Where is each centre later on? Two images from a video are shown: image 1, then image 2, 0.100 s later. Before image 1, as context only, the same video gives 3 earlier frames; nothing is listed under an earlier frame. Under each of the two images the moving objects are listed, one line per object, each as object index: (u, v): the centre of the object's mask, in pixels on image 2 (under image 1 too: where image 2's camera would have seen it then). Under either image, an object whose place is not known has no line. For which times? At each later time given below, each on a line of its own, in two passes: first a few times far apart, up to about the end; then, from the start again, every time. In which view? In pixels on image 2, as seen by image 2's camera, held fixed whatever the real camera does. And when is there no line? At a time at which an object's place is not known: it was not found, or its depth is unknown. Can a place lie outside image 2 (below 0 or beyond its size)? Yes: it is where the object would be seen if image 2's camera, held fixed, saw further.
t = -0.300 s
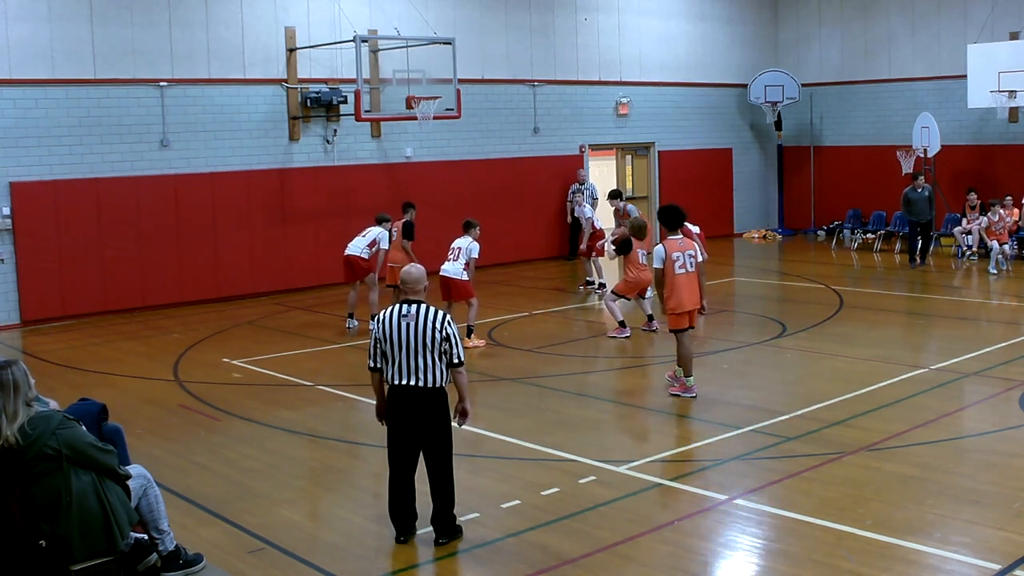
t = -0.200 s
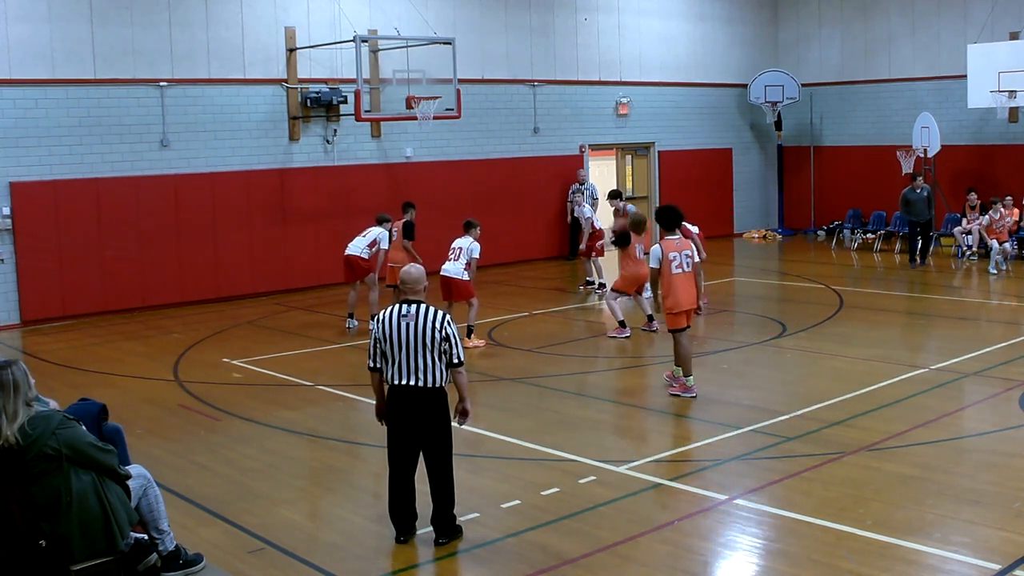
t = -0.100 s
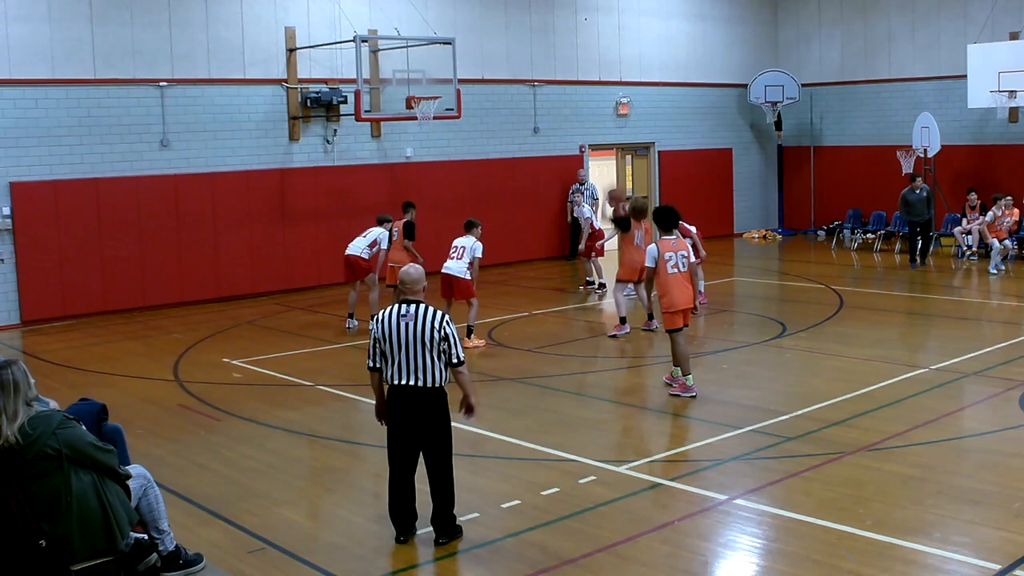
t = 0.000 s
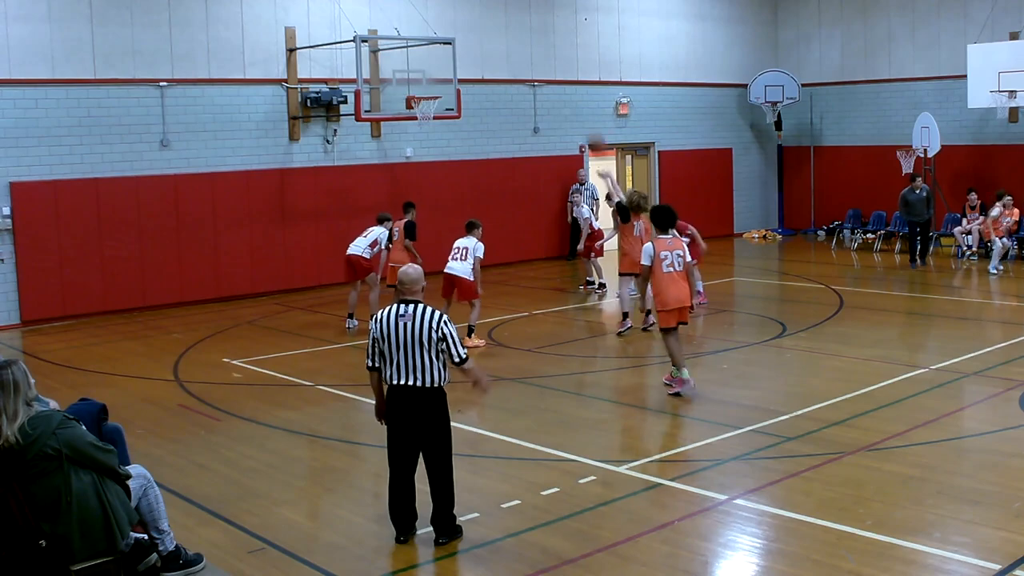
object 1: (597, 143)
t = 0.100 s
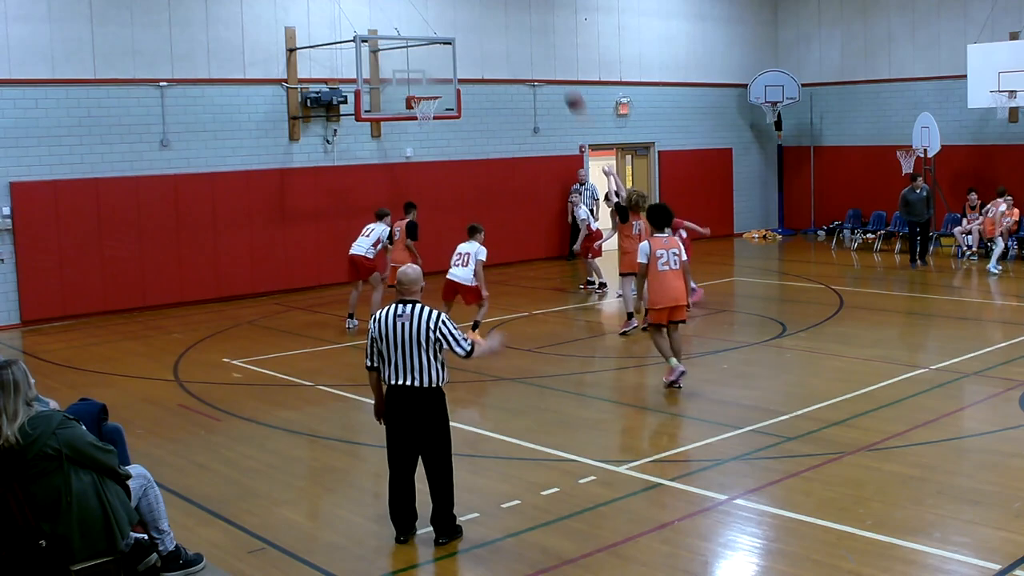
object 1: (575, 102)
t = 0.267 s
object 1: (539, 50)
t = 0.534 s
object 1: (489, 14)
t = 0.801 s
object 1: (446, 29)
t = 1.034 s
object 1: (413, 80)
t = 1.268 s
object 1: (412, 71)
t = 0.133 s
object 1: (568, 91)
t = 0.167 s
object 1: (560, 77)
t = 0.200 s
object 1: (553, 68)
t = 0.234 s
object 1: (546, 58)
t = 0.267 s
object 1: (539, 50)
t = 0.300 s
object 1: (533, 42)
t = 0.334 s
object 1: (526, 35)
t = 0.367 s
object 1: (520, 30)
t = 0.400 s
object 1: (513, 25)
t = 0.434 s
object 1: (507, 21)
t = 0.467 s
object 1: (501, 17)
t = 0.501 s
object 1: (495, 16)
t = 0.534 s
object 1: (489, 14)
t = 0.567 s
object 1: (484, 13)
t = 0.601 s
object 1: (478, 13)
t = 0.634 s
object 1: (473, 14)
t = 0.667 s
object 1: (467, 15)
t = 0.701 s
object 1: (462, 18)
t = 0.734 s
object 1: (457, 21)
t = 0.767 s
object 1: (452, 25)
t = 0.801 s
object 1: (446, 29)
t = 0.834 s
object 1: (441, 35)
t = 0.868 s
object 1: (437, 41)
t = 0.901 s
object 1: (431, 47)
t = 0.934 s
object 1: (427, 54)
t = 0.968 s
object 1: (423, 62)
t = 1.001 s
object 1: (417, 70)
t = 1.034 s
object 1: (413, 80)
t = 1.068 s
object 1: (408, 90)
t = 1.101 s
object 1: (409, 87)
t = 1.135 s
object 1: (409, 82)
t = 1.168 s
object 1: (411, 78)
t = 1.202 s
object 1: (411, 75)
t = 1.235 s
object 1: (411, 73)
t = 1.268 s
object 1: (412, 71)
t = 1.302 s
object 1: (413, 70)
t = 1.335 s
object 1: (414, 69)
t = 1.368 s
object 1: (415, 70)
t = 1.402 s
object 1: (415, 71)
